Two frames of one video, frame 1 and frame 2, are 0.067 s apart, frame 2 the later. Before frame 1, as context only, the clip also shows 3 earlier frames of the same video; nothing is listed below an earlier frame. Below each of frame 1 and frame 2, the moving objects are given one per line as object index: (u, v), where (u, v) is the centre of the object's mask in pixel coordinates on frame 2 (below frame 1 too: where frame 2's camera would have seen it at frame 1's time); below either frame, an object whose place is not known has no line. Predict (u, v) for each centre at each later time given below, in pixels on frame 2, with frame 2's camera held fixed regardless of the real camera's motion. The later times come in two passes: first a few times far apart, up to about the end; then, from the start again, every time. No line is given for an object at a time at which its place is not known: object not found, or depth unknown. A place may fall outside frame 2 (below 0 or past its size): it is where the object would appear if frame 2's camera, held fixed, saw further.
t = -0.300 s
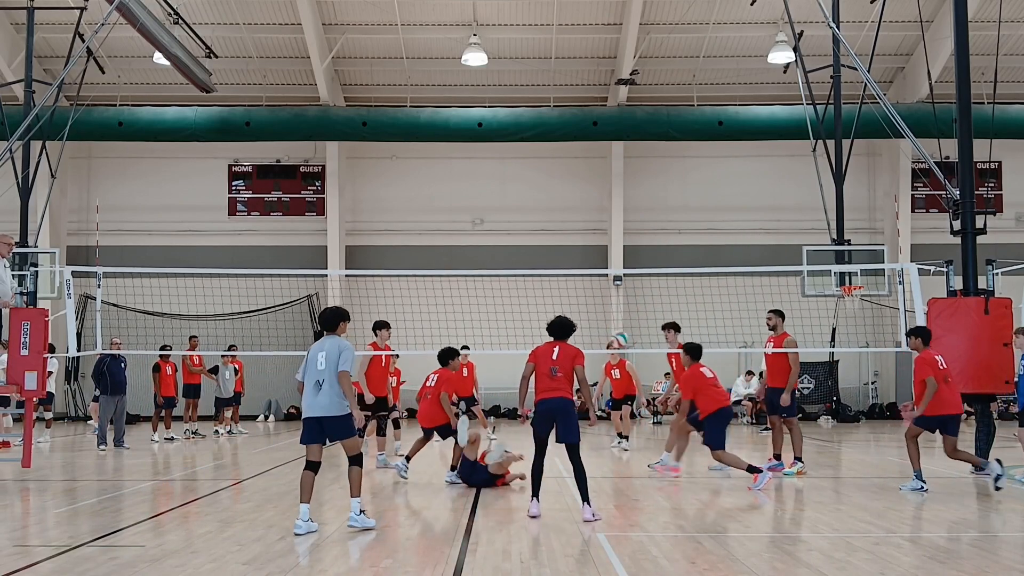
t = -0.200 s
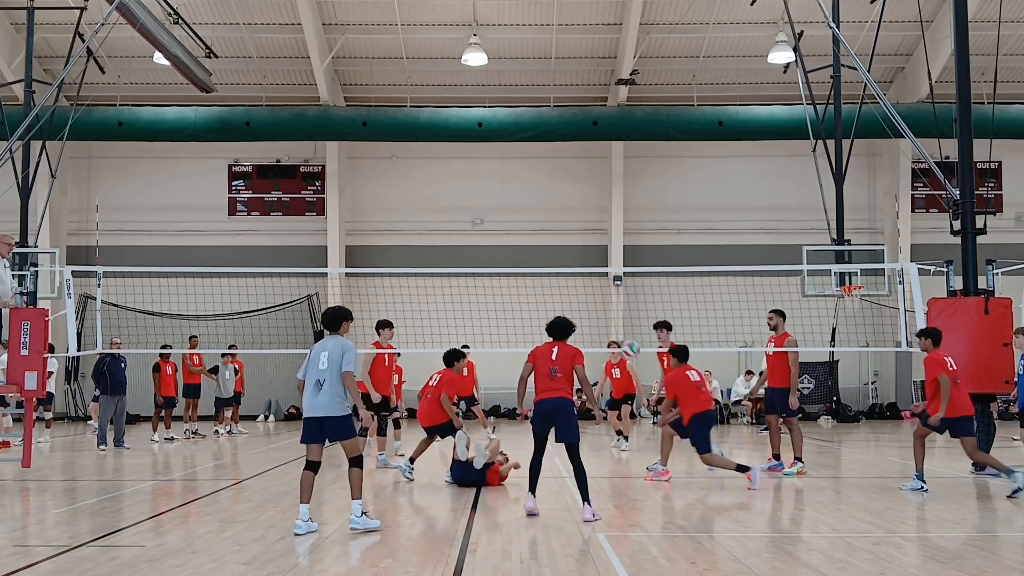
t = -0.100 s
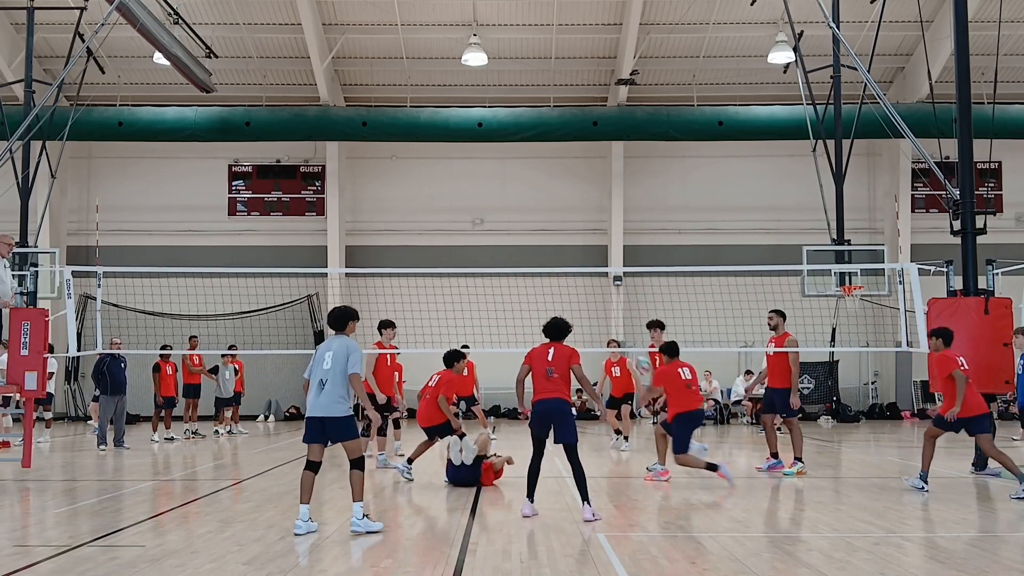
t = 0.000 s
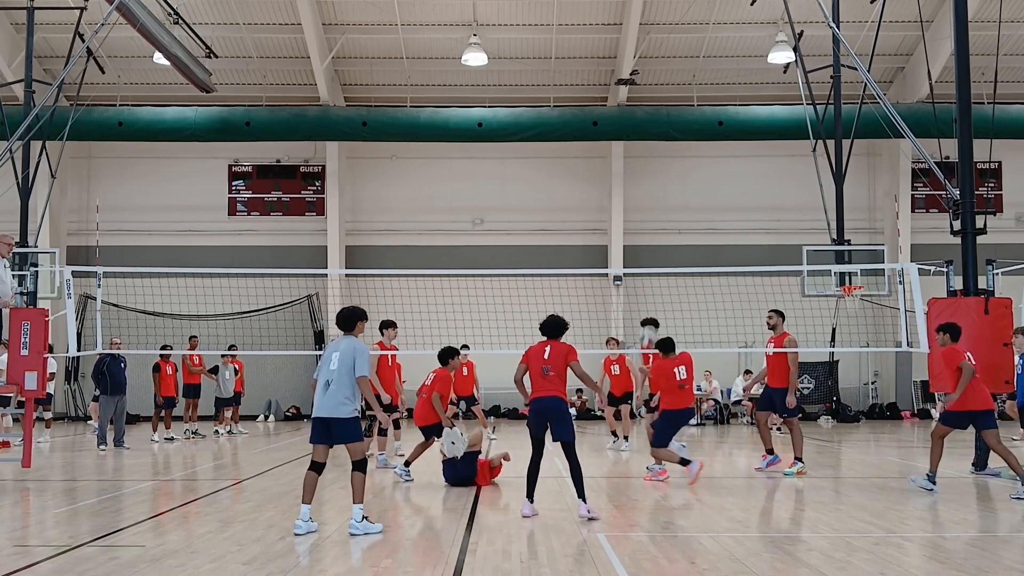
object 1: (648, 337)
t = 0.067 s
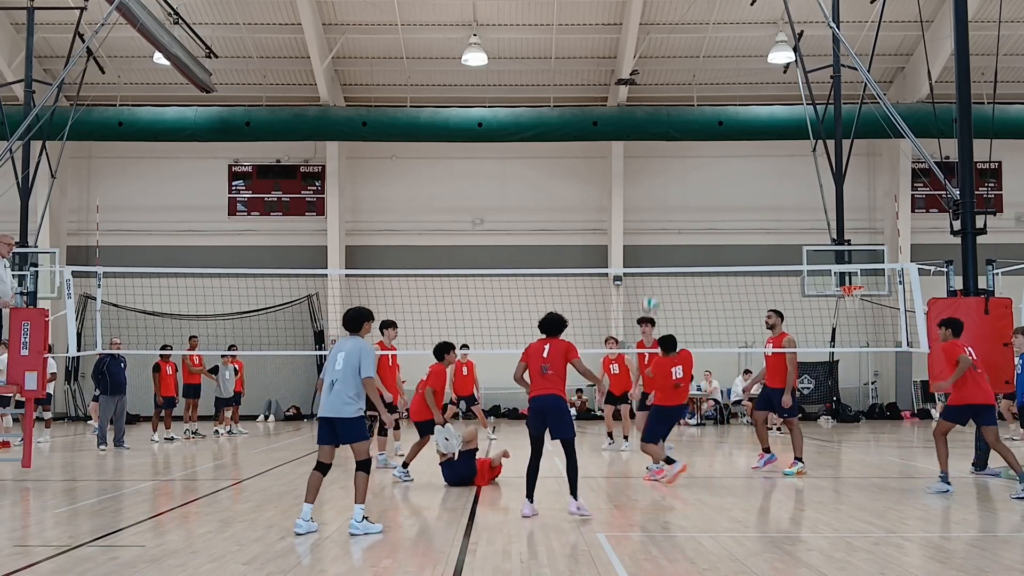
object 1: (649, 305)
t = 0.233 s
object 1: (655, 240)
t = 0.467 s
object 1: (663, 183)
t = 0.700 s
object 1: (671, 179)
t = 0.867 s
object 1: (678, 208)
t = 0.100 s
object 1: (651, 291)
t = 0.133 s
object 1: (652, 276)
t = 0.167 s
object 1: (654, 263)
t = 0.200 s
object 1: (654, 252)
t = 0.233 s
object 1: (655, 240)
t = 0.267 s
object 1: (657, 228)
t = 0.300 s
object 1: (658, 220)
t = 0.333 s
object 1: (659, 210)
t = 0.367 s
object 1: (660, 201)
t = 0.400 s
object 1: (661, 195)
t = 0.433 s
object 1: (662, 189)
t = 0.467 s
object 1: (663, 183)
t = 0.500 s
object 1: (664, 181)
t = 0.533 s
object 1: (665, 178)
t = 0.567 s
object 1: (667, 176)
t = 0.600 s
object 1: (667, 175)
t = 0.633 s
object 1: (669, 176)
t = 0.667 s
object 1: (670, 177)
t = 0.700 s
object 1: (671, 179)
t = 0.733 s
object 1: (673, 182)
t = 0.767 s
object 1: (674, 187)
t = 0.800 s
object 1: (676, 192)
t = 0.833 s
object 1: (677, 199)
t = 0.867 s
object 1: (678, 208)
